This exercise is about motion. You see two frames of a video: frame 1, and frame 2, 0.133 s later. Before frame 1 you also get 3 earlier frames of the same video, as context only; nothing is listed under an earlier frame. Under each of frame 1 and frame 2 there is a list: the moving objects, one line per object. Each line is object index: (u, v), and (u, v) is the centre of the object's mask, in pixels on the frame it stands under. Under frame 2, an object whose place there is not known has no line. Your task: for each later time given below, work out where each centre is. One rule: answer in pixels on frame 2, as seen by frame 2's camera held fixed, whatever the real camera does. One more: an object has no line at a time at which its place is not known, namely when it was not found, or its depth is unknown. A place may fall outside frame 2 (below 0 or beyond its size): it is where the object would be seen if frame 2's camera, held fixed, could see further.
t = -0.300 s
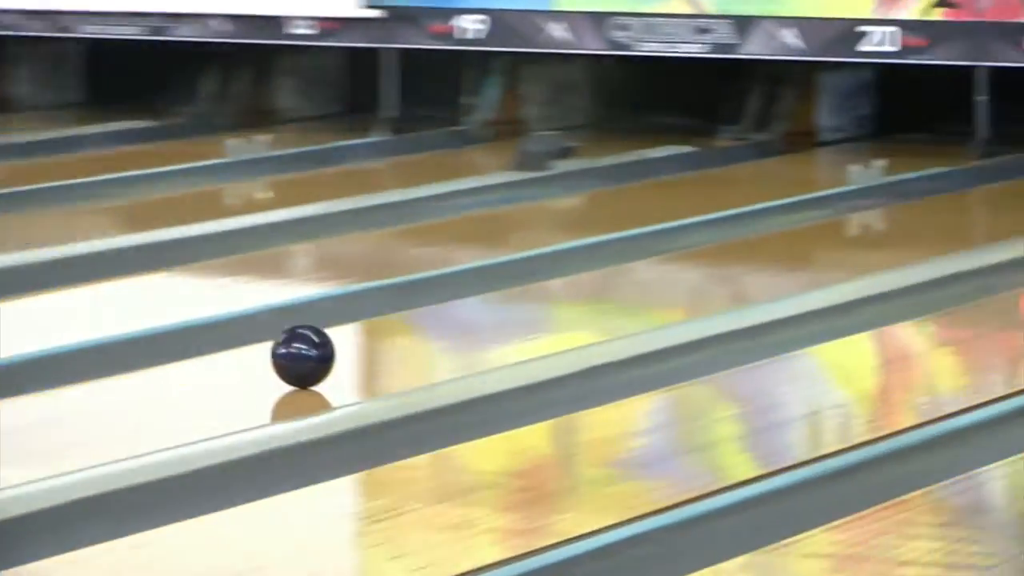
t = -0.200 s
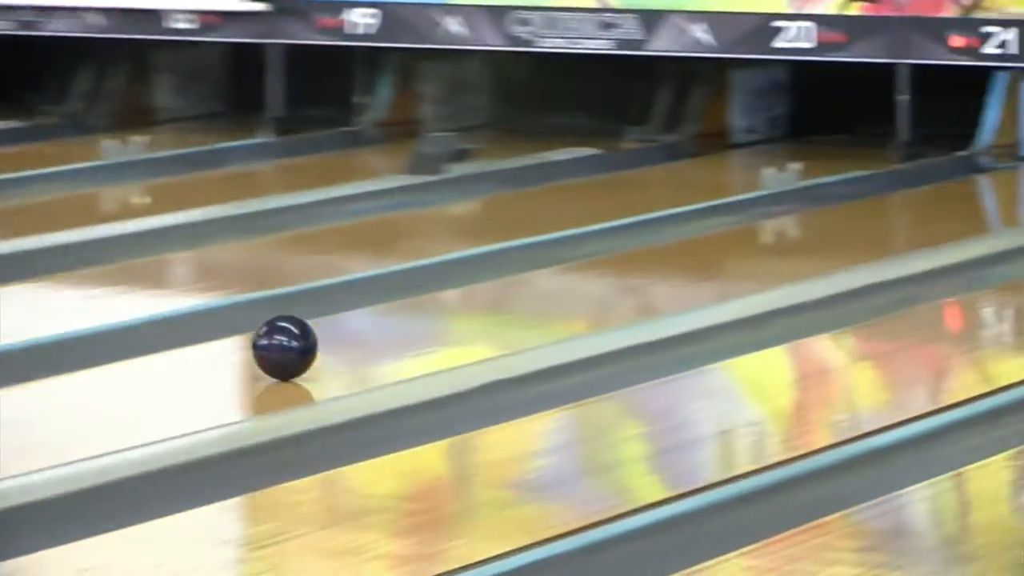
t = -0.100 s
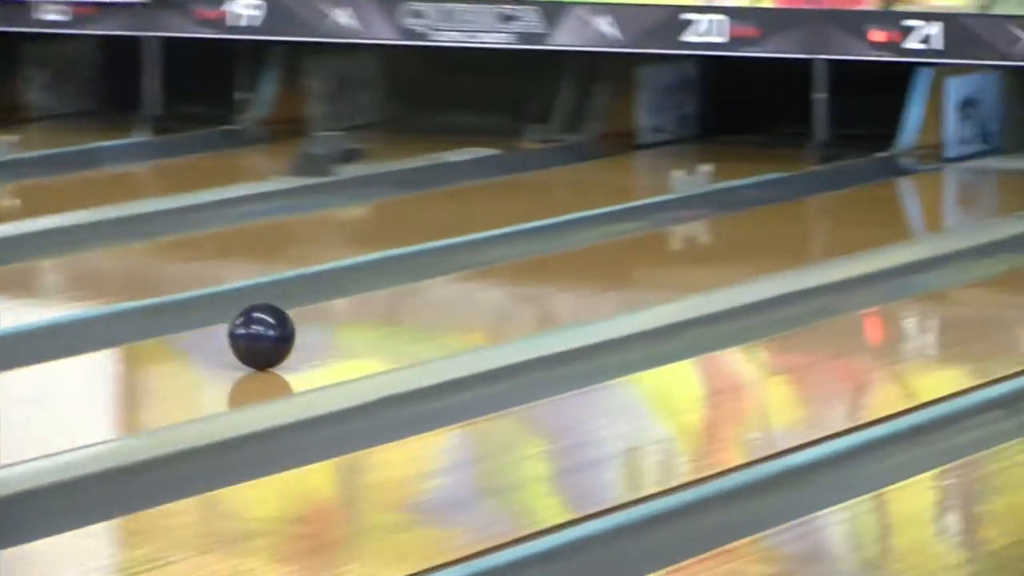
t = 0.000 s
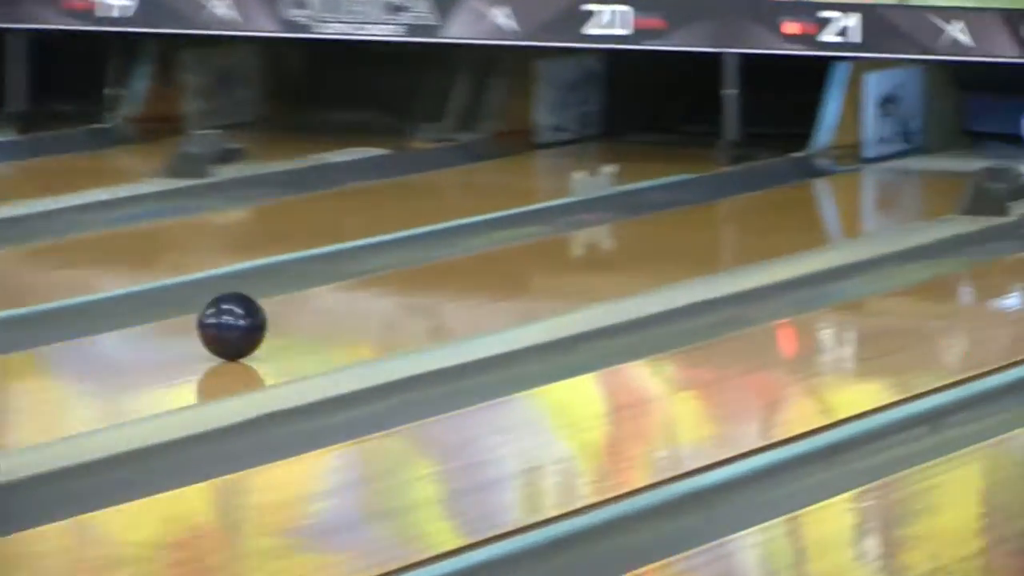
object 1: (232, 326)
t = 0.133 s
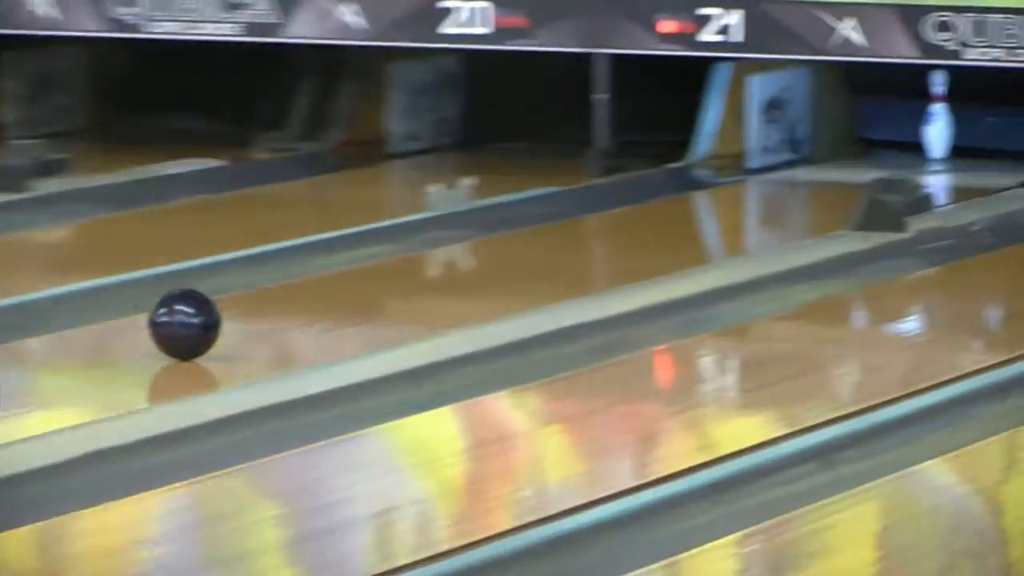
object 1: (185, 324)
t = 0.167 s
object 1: (217, 317)
